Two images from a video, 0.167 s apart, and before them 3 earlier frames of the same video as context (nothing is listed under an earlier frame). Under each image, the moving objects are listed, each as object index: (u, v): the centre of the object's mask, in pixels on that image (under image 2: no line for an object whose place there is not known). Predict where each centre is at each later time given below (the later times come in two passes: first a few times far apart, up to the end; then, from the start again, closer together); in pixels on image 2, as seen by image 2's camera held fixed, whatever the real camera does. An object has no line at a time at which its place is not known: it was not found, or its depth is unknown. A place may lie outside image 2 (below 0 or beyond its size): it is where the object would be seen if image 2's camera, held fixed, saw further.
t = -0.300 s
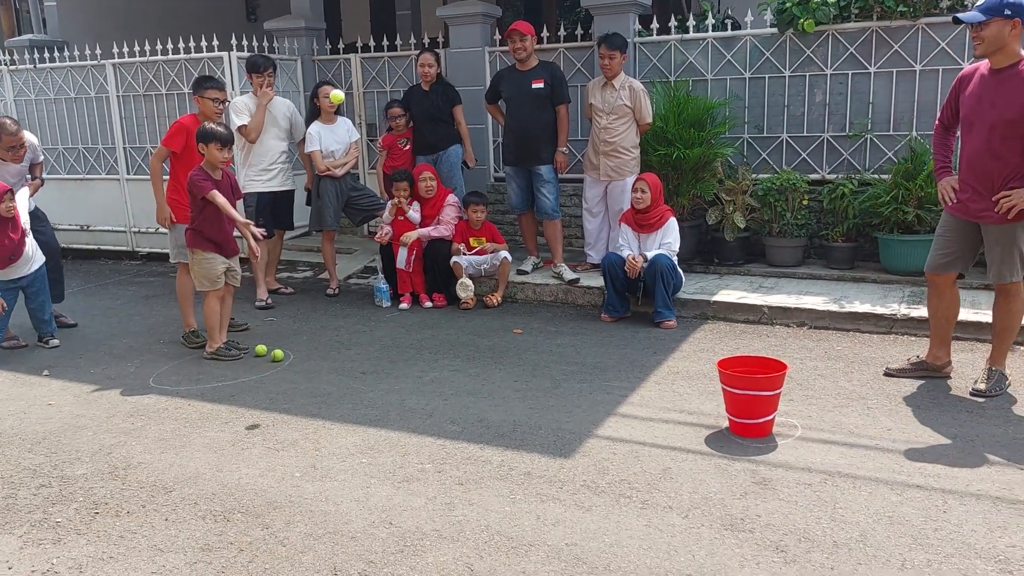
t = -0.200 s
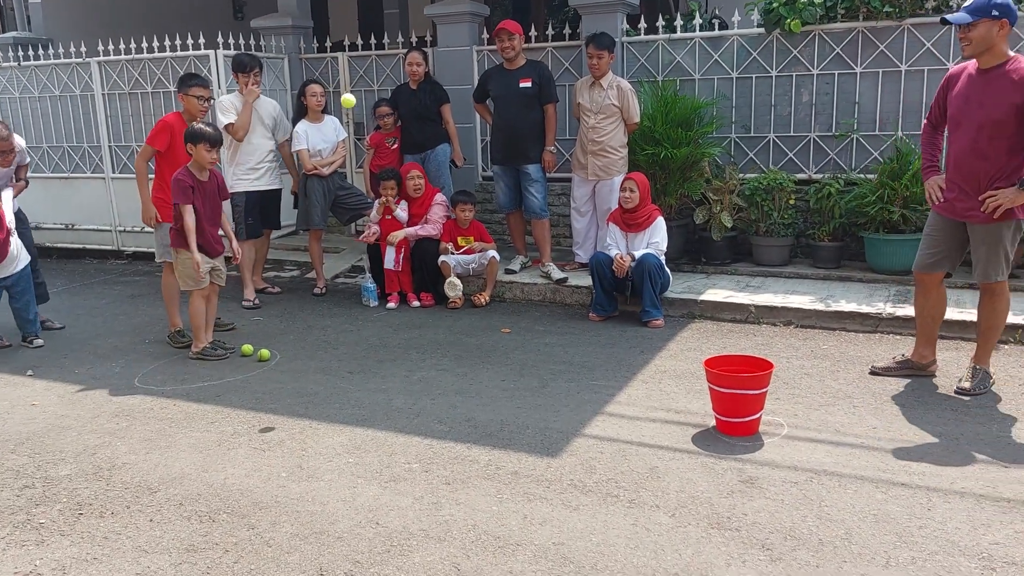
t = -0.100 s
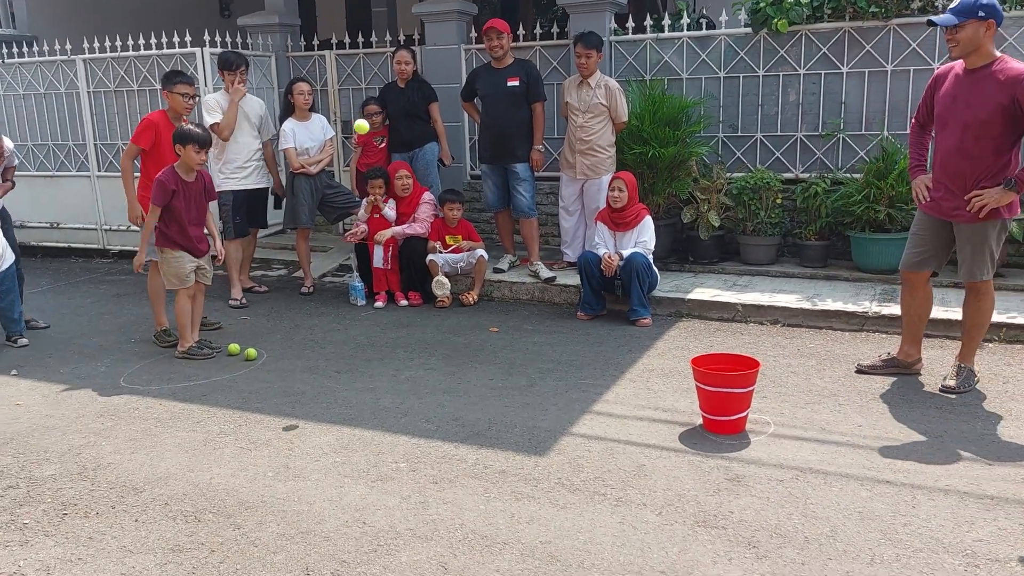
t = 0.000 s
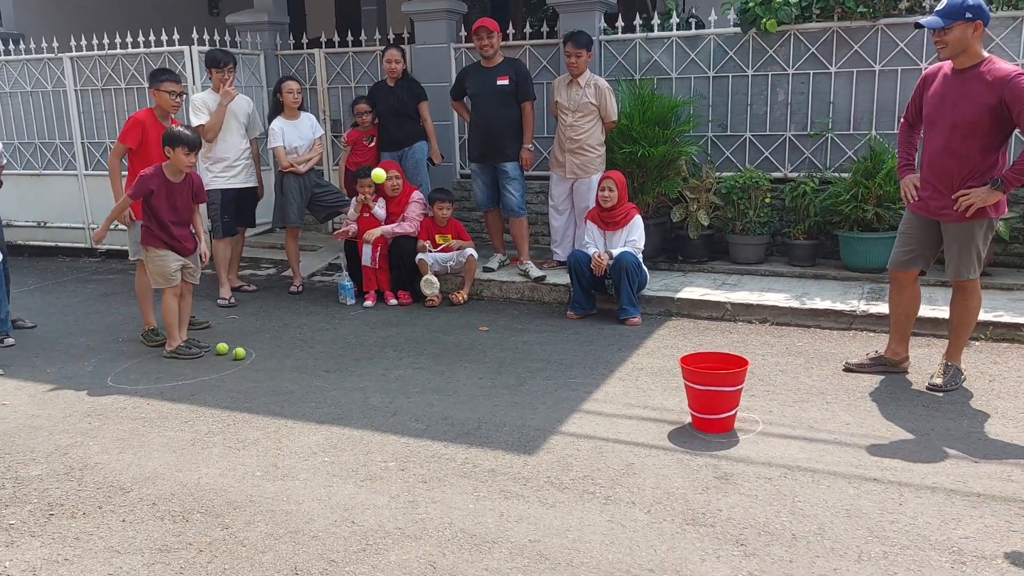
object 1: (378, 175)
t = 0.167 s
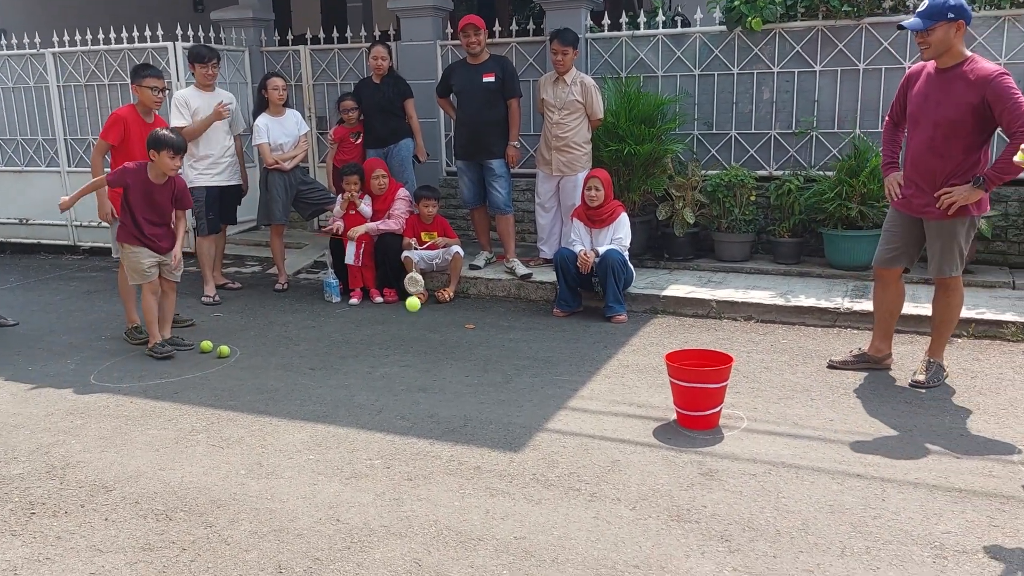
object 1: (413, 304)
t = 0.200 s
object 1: (422, 337)
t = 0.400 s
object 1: (461, 288)
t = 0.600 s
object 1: (497, 228)
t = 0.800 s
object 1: (537, 254)
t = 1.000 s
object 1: (578, 367)
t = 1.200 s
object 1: (612, 315)
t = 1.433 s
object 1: (652, 295)
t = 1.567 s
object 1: (675, 337)
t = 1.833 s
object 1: (716, 344)
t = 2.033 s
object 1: (745, 353)
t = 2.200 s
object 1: (768, 394)
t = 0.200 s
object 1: (422, 337)
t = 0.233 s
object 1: (432, 371)
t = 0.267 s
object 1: (439, 370)
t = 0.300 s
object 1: (444, 347)
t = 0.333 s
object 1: (450, 325)
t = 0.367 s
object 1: (455, 305)
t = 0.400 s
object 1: (461, 288)
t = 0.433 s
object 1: (466, 273)
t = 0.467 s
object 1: (472, 259)
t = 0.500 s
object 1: (478, 248)
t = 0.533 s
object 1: (484, 239)
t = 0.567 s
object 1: (490, 232)
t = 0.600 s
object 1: (497, 228)
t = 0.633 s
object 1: (503, 226)
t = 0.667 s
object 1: (510, 226)
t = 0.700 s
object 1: (517, 230)
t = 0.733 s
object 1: (524, 235)
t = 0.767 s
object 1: (530, 243)
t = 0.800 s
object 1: (537, 254)
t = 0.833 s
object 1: (544, 266)
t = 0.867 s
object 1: (551, 282)
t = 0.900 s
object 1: (557, 300)
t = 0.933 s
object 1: (564, 320)
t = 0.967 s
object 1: (571, 342)
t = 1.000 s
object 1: (578, 367)
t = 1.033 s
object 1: (584, 394)
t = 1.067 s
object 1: (589, 377)
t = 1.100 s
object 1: (595, 359)
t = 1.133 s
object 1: (601, 342)
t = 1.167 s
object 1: (606, 327)
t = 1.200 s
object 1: (612, 315)
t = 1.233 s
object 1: (618, 305)
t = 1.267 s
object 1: (623, 297)
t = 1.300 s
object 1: (629, 292)
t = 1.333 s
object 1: (635, 289)
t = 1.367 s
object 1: (640, 288)
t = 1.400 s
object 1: (646, 290)
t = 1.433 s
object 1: (652, 295)
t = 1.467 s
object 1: (658, 302)
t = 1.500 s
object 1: (663, 310)
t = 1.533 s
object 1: (669, 323)
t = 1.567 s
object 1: (675, 337)
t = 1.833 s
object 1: (716, 344)
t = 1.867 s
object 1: (721, 340)
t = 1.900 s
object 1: (726, 338)
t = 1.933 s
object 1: (731, 338)
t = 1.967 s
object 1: (735, 340)
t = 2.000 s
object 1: (740, 345)
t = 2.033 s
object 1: (745, 353)
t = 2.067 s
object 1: (750, 363)
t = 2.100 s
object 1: (754, 376)
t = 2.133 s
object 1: (759, 391)
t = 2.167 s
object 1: (763, 408)
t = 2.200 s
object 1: (768, 394)
